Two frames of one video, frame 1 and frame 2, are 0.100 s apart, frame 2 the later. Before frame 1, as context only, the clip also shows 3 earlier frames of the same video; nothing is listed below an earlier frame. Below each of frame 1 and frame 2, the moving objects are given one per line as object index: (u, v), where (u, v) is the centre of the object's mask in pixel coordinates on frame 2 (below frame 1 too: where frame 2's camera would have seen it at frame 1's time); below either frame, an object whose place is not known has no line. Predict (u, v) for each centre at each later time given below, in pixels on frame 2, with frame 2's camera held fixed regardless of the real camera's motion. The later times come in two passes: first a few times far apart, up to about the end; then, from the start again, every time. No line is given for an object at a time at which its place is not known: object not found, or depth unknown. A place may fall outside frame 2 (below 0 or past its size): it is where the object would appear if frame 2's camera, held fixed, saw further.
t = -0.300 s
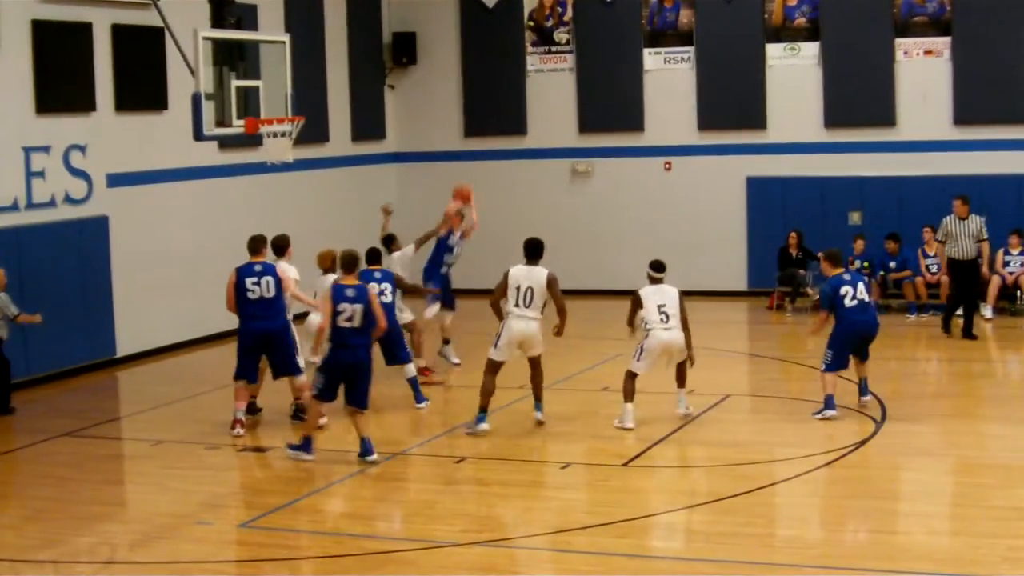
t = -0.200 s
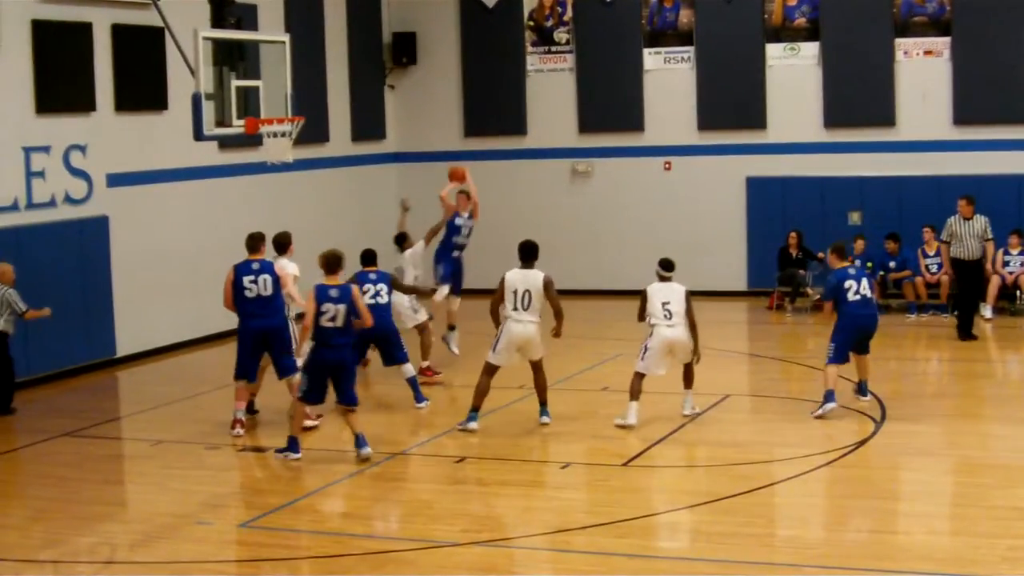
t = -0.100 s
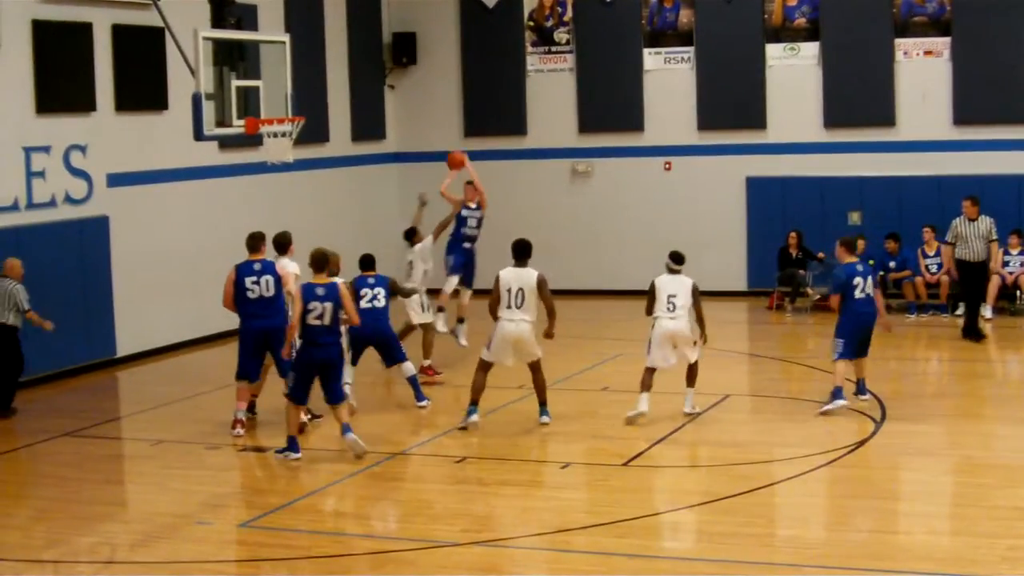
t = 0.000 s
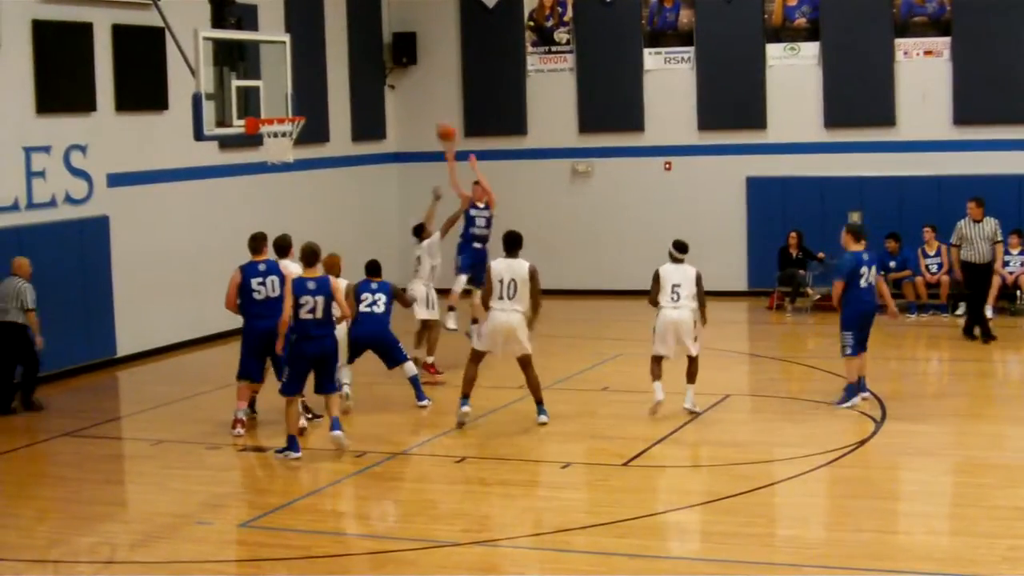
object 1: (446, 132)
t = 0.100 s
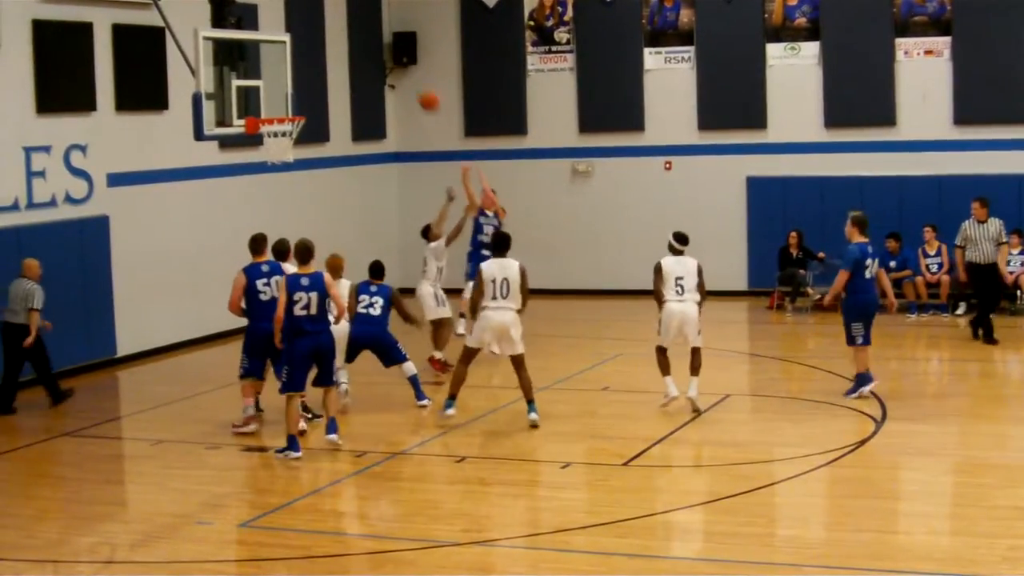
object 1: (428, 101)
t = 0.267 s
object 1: (399, 62)
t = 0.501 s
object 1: (357, 48)
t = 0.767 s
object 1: (307, 91)
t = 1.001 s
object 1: (313, 79)
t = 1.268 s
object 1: (342, 82)
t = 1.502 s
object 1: (367, 133)
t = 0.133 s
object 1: (422, 91)
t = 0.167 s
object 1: (417, 83)
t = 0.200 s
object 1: (411, 75)
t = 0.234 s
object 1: (404, 68)
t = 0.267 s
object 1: (399, 62)
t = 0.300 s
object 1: (393, 58)
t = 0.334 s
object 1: (387, 55)
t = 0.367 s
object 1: (381, 52)
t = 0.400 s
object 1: (375, 50)
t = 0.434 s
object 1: (369, 48)
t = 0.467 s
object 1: (363, 48)
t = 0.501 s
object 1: (357, 48)
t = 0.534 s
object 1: (350, 50)
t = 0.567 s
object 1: (344, 53)
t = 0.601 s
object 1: (338, 57)
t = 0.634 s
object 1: (331, 62)
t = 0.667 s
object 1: (325, 67)
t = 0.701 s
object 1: (319, 74)
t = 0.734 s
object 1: (312, 82)
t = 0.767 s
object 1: (307, 91)
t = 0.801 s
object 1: (301, 101)
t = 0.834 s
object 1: (296, 107)
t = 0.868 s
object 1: (300, 102)
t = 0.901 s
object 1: (304, 94)
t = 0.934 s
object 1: (306, 88)
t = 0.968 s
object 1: (310, 83)
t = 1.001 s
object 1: (313, 79)
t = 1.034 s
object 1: (317, 76)
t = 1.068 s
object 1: (320, 74)
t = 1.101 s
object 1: (323, 72)
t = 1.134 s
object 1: (327, 73)
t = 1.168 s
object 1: (331, 73)
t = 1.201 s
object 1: (334, 75)
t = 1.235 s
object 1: (338, 79)
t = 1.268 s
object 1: (342, 82)
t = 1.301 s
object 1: (346, 86)
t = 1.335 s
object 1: (350, 92)
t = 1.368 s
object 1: (353, 99)
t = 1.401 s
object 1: (357, 106)
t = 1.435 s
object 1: (361, 114)
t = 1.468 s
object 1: (364, 123)
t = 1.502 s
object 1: (367, 133)
